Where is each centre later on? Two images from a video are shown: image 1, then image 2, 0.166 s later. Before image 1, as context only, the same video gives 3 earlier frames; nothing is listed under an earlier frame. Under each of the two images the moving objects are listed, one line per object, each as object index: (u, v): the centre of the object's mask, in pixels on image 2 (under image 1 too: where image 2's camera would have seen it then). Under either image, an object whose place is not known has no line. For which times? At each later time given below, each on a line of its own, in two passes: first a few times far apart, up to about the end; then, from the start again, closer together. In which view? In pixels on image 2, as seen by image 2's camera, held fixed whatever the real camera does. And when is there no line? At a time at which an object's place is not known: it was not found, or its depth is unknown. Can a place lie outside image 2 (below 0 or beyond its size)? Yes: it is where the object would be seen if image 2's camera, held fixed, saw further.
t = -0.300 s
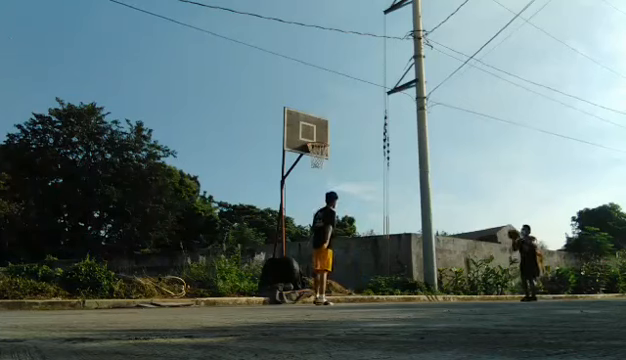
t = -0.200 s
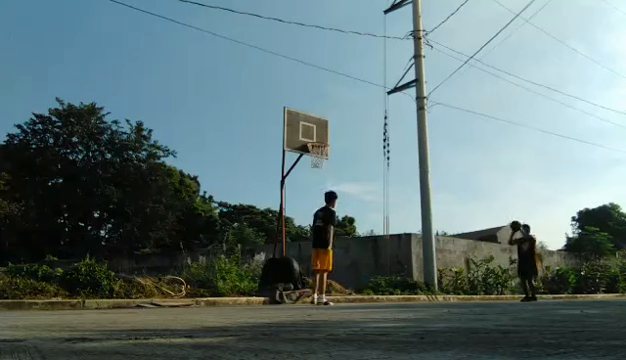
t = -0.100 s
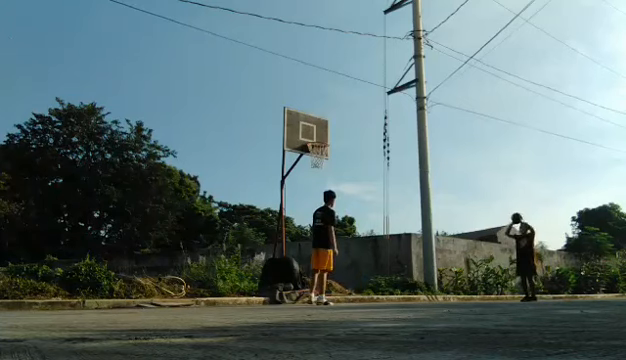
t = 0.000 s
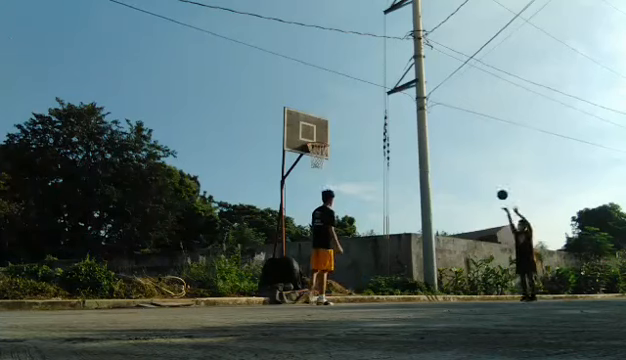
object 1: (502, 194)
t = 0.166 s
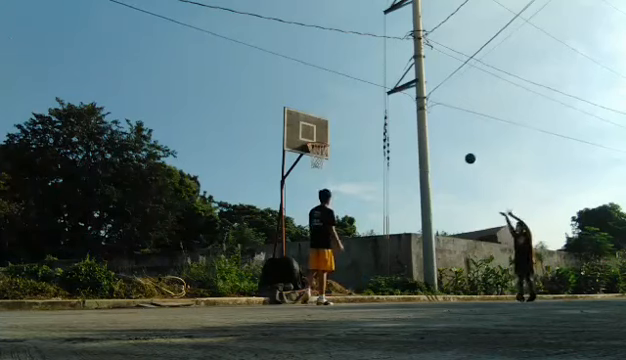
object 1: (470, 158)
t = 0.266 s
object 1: (451, 142)
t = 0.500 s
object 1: (406, 120)
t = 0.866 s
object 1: (332, 136)
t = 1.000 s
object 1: (313, 136)
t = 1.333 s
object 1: (286, 147)
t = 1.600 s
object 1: (280, 186)
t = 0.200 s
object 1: (463, 152)
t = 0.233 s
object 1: (457, 147)
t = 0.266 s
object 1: (451, 142)
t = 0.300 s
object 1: (444, 137)
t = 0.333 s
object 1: (438, 133)
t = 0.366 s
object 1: (432, 130)
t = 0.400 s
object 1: (425, 126)
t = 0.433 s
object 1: (418, 124)
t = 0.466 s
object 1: (412, 122)
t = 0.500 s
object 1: (406, 120)
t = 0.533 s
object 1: (399, 119)
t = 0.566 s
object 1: (393, 118)
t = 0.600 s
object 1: (386, 118)
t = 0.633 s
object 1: (380, 118)
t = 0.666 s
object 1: (373, 119)
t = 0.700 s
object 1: (366, 120)
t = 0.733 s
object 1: (360, 122)
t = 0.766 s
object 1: (353, 125)
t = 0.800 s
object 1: (345, 128)
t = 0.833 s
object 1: (339, 132)
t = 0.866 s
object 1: (332, 136)
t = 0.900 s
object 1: (326, 138)
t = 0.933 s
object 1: (322, 138)
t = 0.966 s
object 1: (317, 137)
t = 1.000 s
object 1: (313, 136)
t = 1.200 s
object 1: (291, 141)
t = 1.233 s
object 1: (288, 143)
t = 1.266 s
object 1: (287, 144)
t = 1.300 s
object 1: (286, 145)
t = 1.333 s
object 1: (286, 147)
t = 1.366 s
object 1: (285, 150)
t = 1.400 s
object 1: (284, 154)
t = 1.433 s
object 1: (284, 157)
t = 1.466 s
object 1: (283, 161)
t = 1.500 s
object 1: (282, 167)
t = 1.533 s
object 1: (281, 172)
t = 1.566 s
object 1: (281, 179)
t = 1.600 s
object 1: (280, 186)
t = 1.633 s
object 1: (279, 194)
